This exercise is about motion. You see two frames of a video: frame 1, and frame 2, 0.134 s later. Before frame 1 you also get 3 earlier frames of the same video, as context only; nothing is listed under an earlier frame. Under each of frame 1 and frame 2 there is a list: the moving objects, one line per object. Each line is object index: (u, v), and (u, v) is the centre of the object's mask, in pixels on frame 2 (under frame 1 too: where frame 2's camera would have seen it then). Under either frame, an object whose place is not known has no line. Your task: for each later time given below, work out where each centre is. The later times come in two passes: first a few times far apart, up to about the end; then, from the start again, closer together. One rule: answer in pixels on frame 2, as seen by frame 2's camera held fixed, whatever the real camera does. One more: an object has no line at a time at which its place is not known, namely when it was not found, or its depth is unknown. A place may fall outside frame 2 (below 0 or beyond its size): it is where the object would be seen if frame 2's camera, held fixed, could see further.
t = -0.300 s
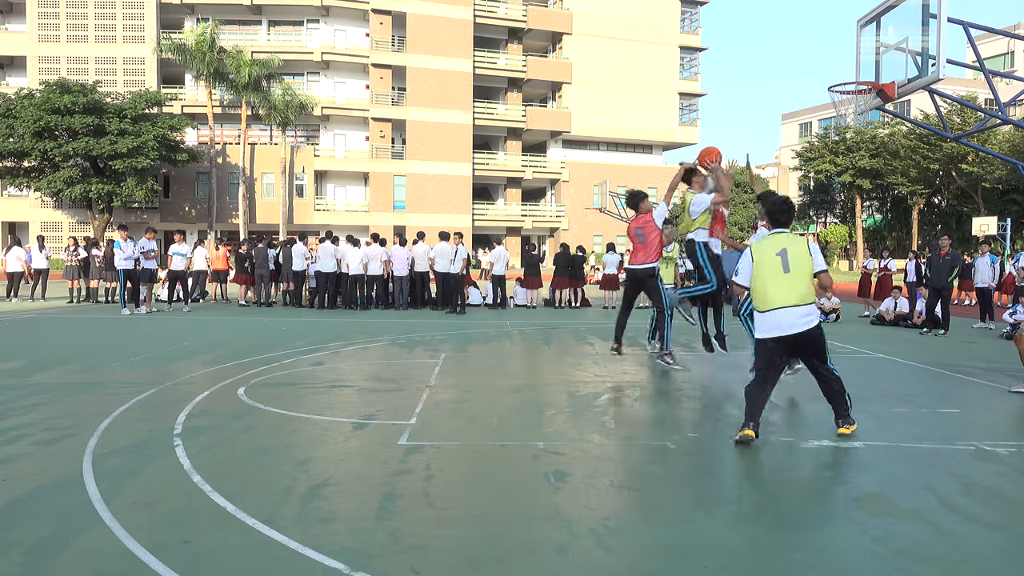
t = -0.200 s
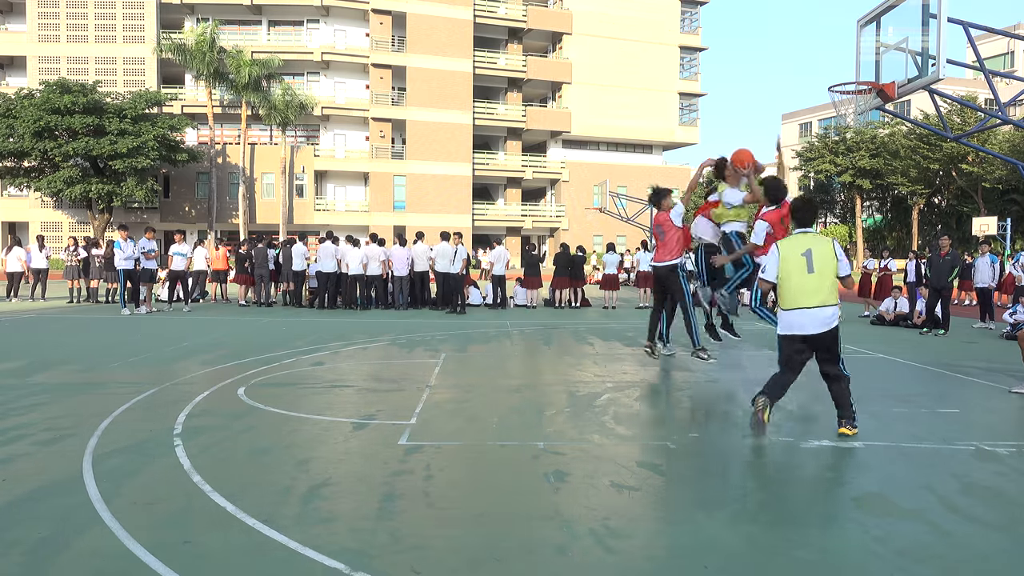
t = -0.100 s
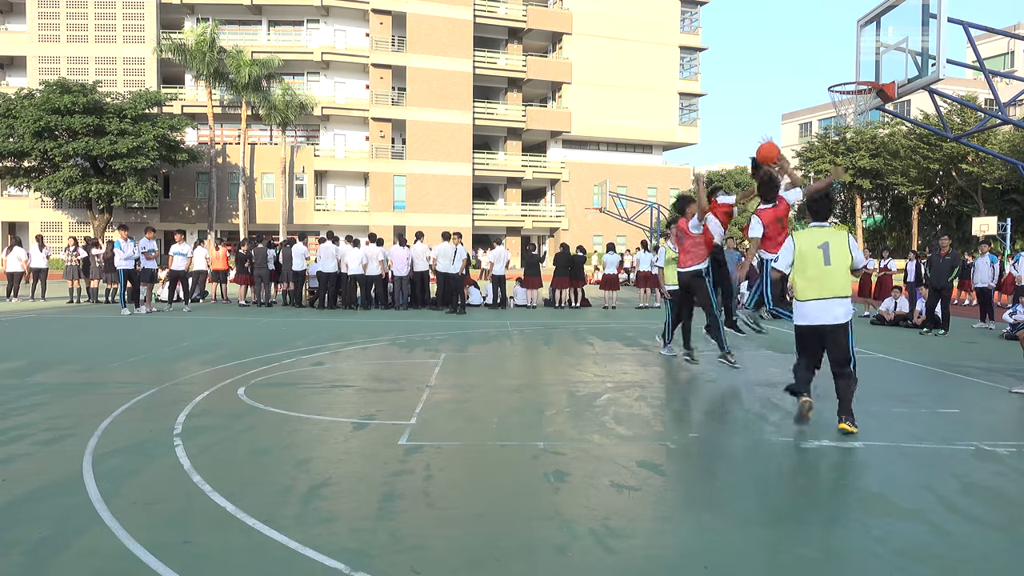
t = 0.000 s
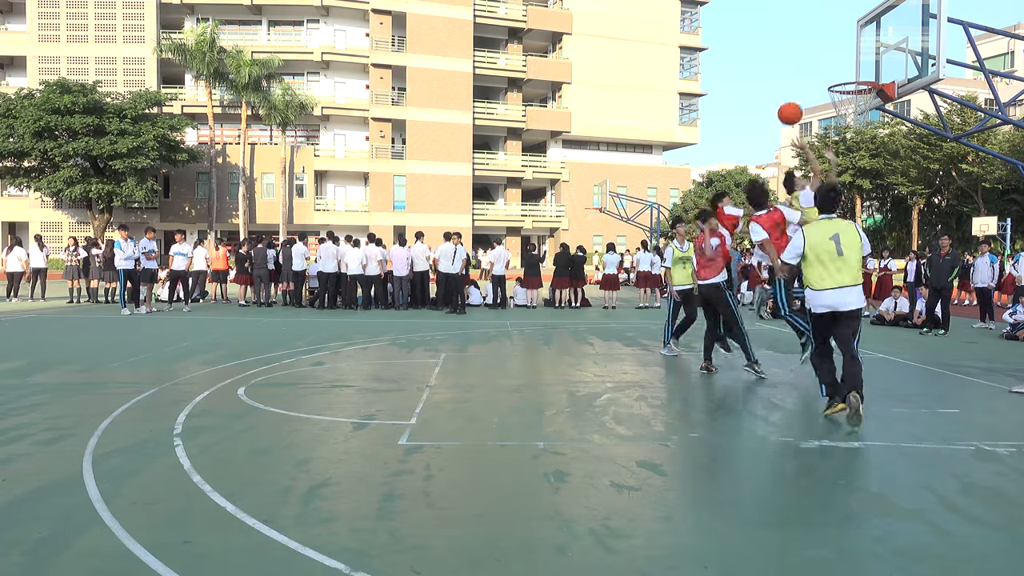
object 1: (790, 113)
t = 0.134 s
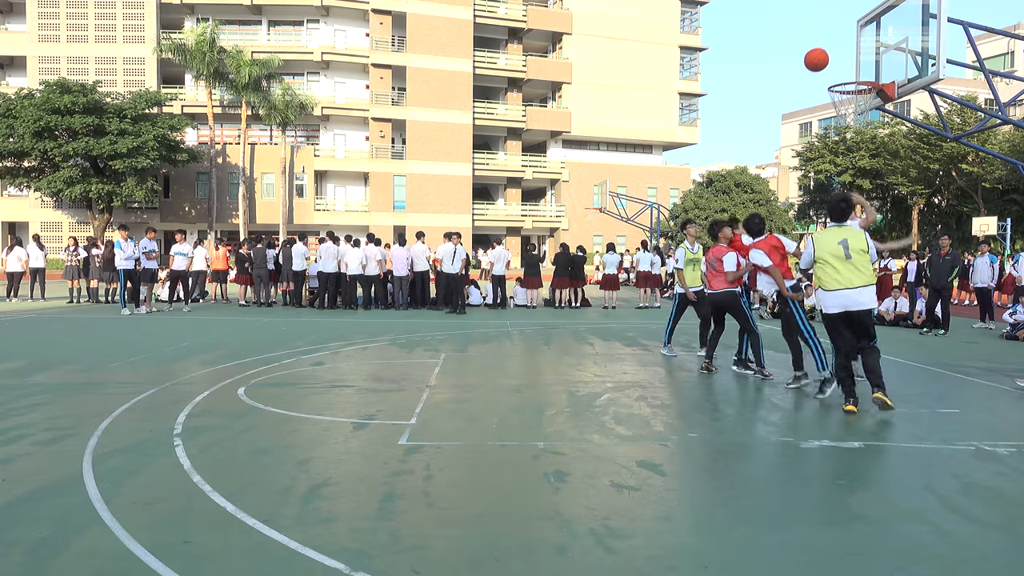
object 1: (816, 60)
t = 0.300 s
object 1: (848, 18)
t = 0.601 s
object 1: (863, 14)
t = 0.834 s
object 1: (822, 75)
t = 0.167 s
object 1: (823, 49)
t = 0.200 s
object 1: (829, 39)
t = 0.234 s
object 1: (836, 31)
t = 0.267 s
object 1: (842, 24)
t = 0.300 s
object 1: (848, 18)
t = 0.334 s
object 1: (855, 13)
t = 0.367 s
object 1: (861, 10)
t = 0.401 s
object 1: (867, 8)
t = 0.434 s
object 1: (873, 7)
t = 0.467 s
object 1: (879, 6)
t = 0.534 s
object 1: (874, 8)
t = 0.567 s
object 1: (868, 10)
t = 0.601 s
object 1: (863, 14)
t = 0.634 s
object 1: (857, 20)
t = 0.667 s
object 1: (851, 27)
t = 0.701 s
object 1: (845, 34)
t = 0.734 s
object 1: (839, 43)
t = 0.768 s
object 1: (833, 53)
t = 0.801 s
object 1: (828, 64)
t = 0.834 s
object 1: (822, 75)
